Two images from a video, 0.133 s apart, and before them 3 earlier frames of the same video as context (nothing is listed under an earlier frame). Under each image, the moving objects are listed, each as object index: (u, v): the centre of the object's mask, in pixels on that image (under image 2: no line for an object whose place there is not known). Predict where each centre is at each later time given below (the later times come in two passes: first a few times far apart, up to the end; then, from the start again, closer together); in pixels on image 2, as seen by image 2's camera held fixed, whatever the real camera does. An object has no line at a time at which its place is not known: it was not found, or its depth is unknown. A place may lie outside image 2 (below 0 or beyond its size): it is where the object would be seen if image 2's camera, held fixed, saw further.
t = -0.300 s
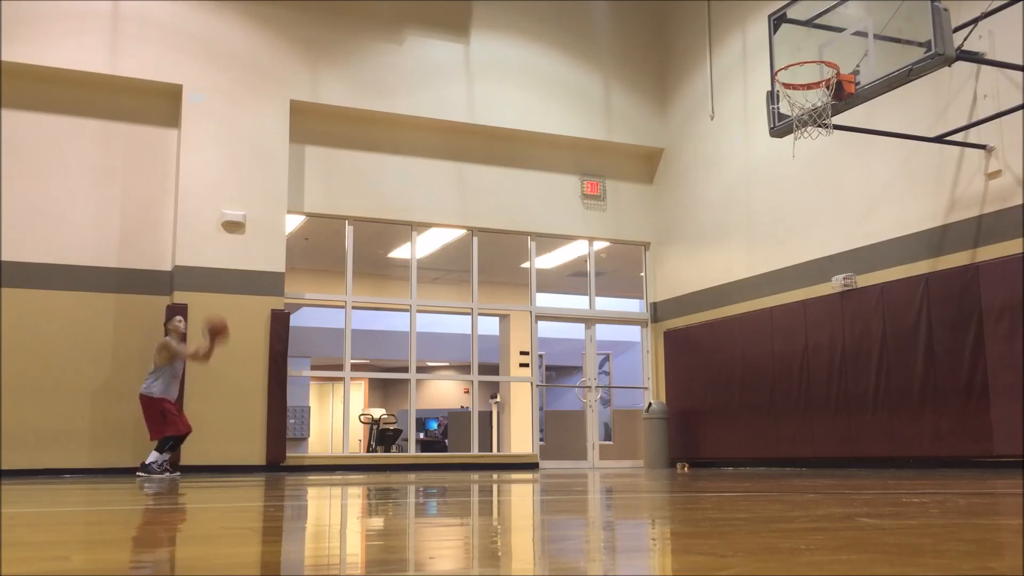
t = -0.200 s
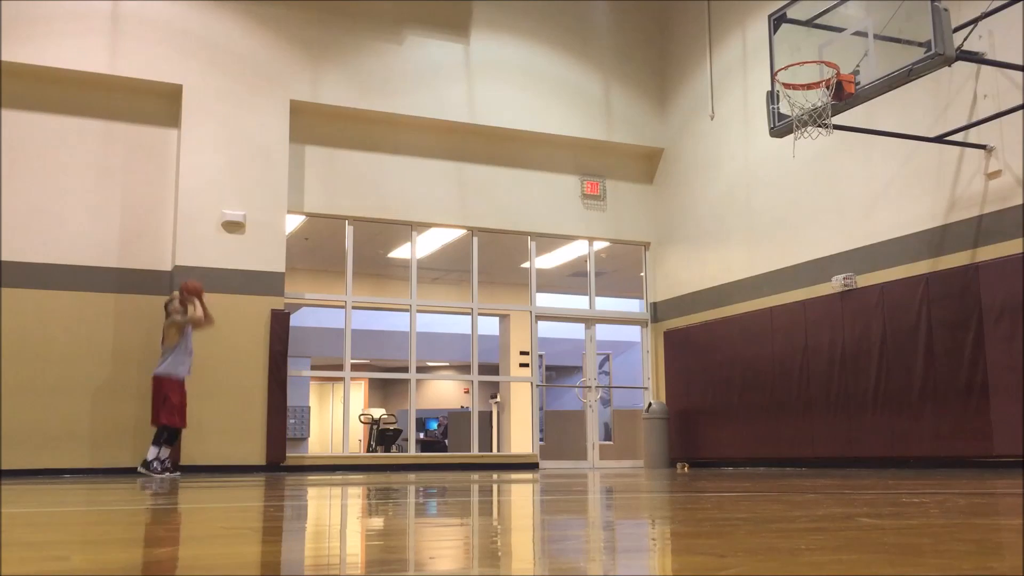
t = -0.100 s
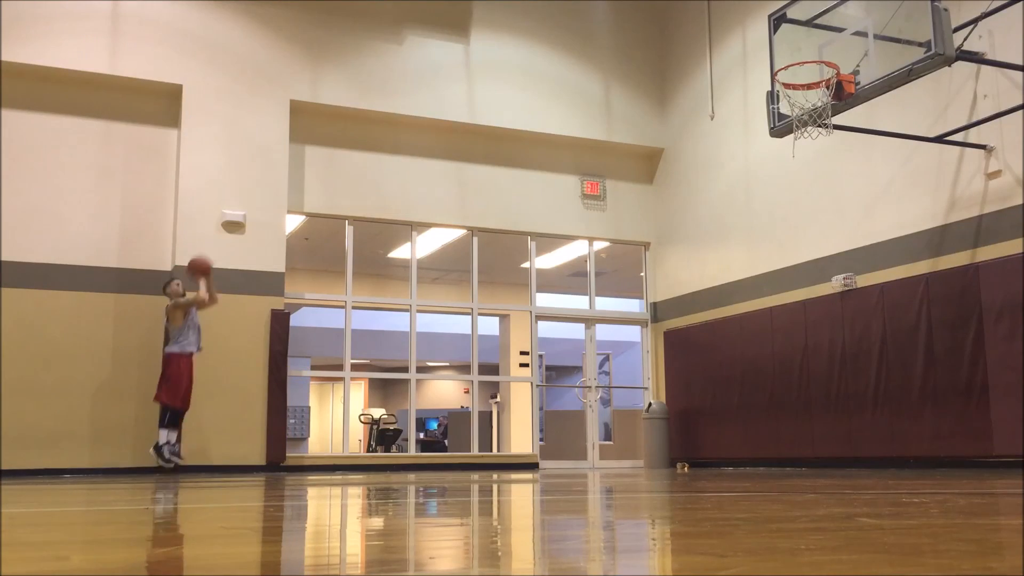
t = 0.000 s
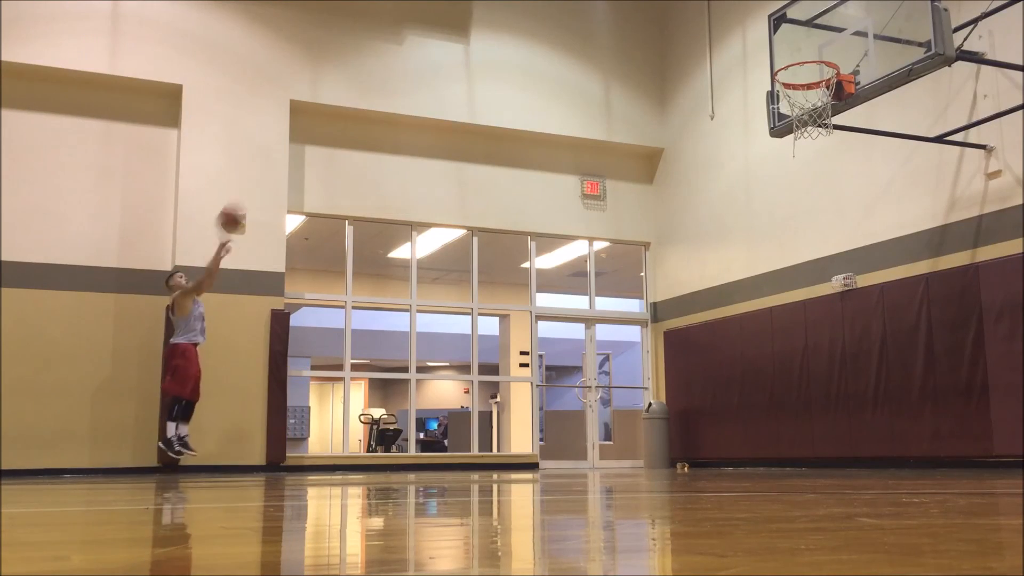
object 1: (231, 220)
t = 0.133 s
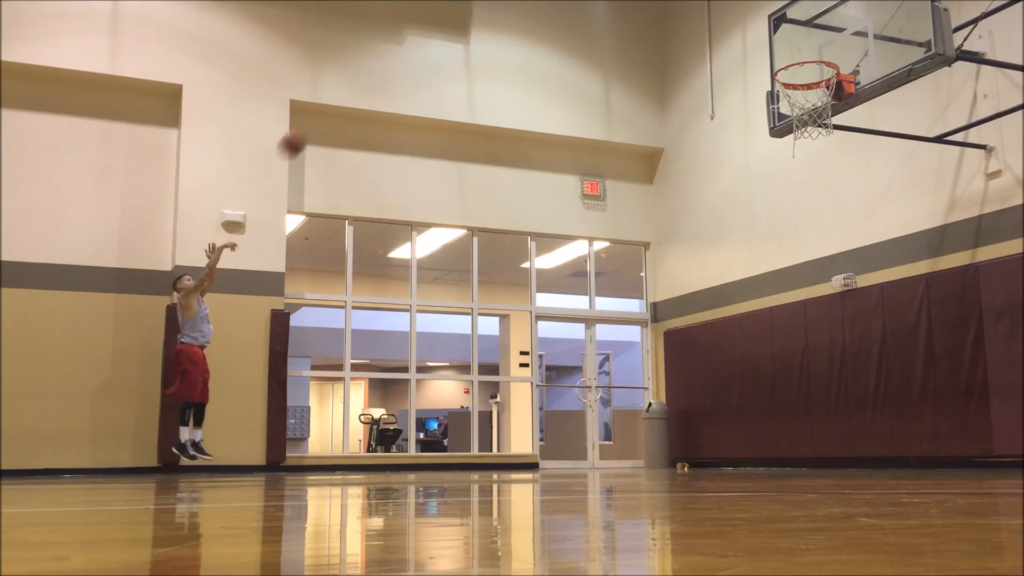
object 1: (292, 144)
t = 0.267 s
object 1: (355, 85)
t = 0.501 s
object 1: (472, 17)
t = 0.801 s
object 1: (639, 8)
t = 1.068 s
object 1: (815, 77)
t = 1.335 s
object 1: (883, 159)
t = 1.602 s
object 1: (945, 328)
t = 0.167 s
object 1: (308, 128)
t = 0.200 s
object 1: (323, 115)
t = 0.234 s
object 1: (339, 98)
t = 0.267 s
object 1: (355, 85)
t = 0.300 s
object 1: (371, 73)
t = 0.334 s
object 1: (387, 61)
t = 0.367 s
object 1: (404, 51)
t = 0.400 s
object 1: (422, 40)
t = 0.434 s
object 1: (438, 31)
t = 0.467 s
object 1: (455, 24)
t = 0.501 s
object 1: (472, 17)
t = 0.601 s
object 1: (524, 7)
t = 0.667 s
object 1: (561, 5)
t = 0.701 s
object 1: (578, 5)
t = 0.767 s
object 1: (619, 6)
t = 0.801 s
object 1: (639, 8)
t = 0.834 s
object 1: (658, 10)
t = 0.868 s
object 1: (680, 14)
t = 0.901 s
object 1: (701, 20)
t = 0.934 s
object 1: (724, 29)
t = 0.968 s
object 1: (744, 38)
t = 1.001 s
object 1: (769, 50)
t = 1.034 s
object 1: (794, 63)
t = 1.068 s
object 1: (815, 77)
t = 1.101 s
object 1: (836, 90)
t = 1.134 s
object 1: (843, 98)
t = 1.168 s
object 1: (850, 103)
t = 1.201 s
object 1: (855, 110)
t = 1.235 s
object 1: (862, 122)
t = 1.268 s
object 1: (869, 132)
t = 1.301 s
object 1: (876, 146)
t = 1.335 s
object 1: (883, 159)
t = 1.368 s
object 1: (889, 174)
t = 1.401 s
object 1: (896, 191)
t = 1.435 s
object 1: (904, 210)
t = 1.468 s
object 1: (912, 231)
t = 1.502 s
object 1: (919, 252)
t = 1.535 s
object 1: (928, 274)
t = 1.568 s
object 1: (937, 300)
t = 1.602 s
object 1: (945, 328)
